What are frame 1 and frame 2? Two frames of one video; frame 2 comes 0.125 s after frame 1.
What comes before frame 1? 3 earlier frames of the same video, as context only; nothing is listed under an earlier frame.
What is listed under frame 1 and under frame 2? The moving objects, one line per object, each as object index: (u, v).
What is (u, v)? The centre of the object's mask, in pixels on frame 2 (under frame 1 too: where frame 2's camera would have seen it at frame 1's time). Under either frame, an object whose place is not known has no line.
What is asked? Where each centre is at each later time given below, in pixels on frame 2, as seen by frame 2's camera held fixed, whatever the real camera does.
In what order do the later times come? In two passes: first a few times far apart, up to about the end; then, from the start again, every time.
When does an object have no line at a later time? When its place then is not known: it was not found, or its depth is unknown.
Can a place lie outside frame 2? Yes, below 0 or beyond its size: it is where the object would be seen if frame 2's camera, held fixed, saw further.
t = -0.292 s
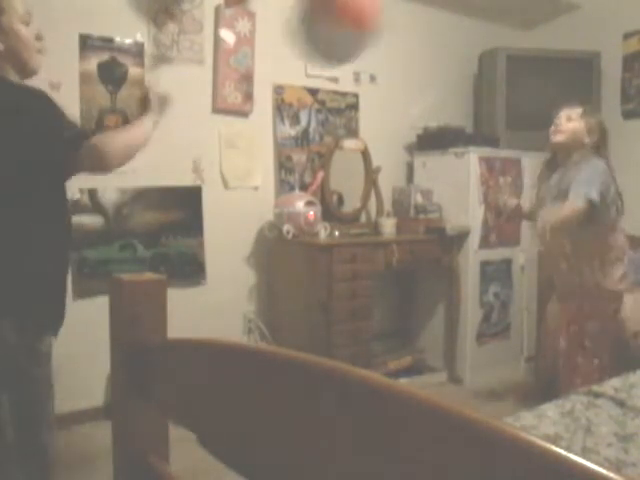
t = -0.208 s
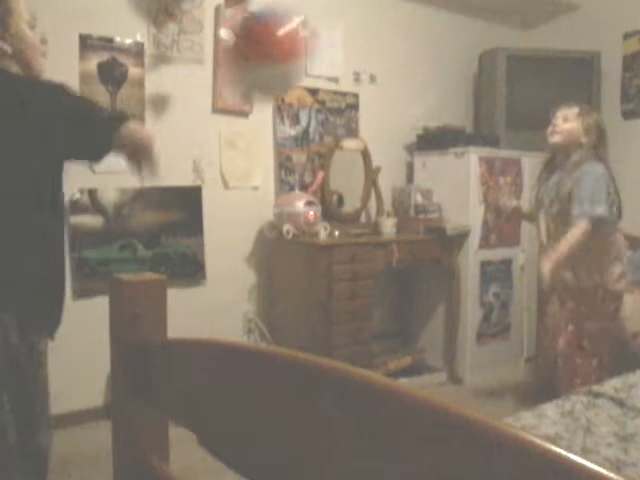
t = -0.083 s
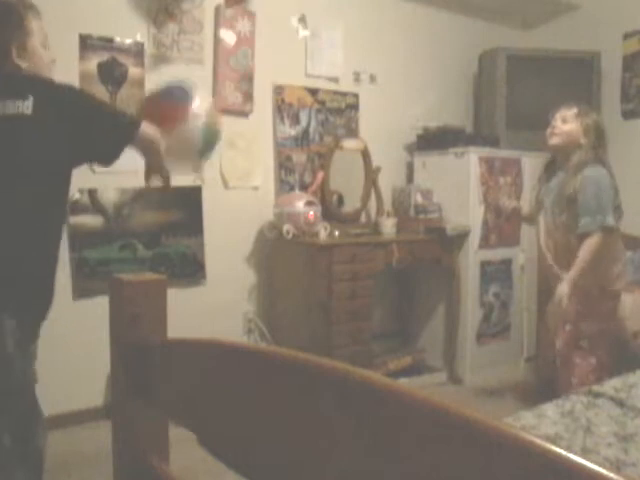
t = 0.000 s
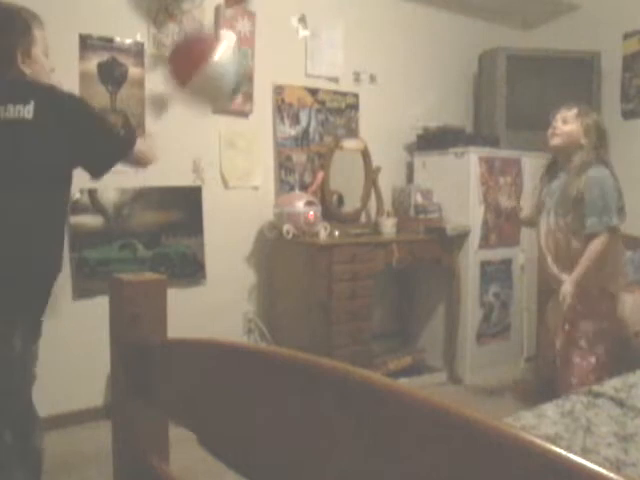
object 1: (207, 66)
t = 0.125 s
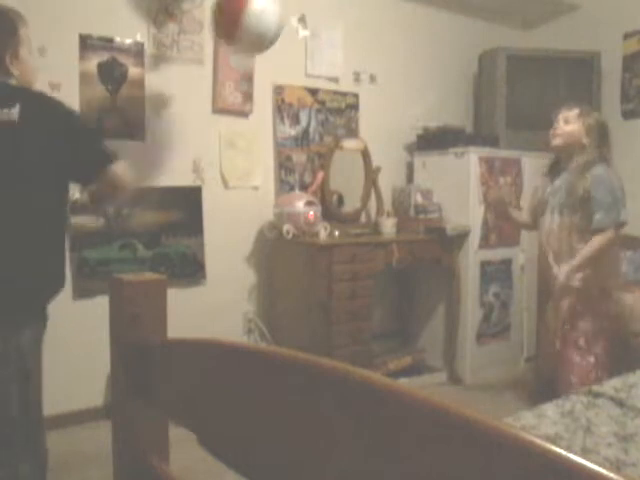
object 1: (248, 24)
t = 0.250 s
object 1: (280, 17)
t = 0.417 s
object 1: (309, 29)
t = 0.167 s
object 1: (261, 20)
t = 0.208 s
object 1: (271, 17)
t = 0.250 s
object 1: (280, 17)
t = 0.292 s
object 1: (288, 17)
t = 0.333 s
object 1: (294, 20)
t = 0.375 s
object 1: (301, 23)
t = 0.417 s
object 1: (309, 29)
